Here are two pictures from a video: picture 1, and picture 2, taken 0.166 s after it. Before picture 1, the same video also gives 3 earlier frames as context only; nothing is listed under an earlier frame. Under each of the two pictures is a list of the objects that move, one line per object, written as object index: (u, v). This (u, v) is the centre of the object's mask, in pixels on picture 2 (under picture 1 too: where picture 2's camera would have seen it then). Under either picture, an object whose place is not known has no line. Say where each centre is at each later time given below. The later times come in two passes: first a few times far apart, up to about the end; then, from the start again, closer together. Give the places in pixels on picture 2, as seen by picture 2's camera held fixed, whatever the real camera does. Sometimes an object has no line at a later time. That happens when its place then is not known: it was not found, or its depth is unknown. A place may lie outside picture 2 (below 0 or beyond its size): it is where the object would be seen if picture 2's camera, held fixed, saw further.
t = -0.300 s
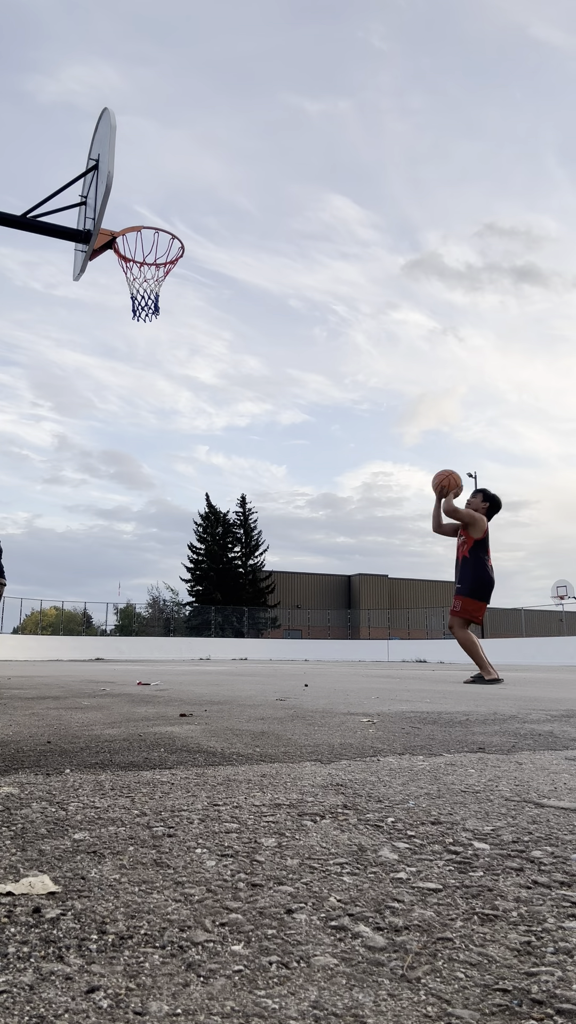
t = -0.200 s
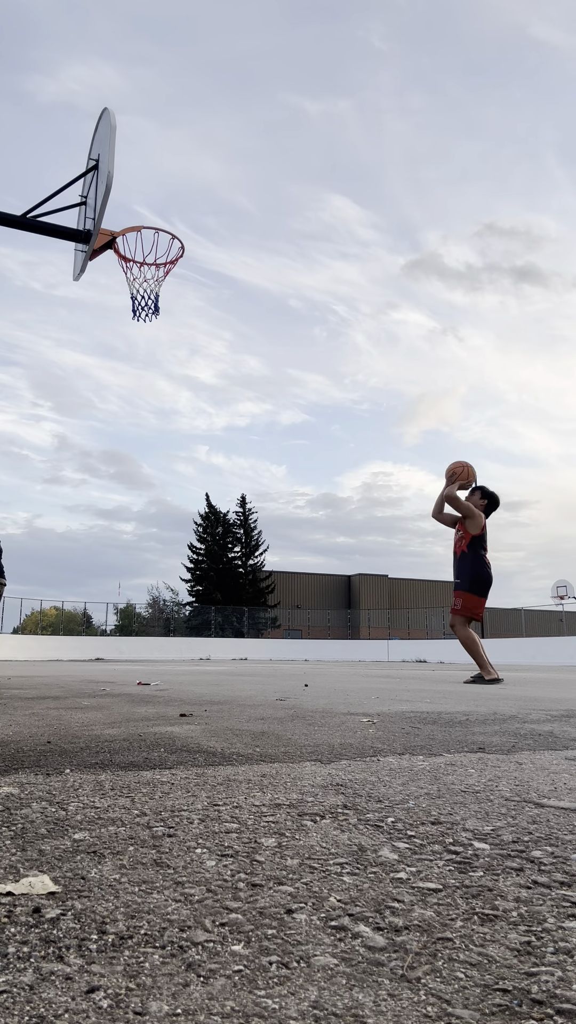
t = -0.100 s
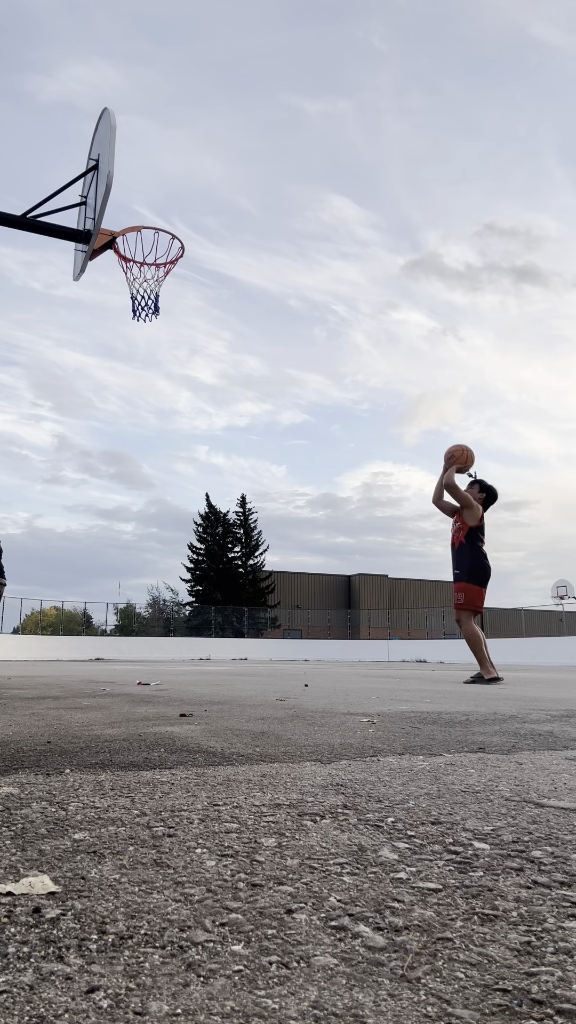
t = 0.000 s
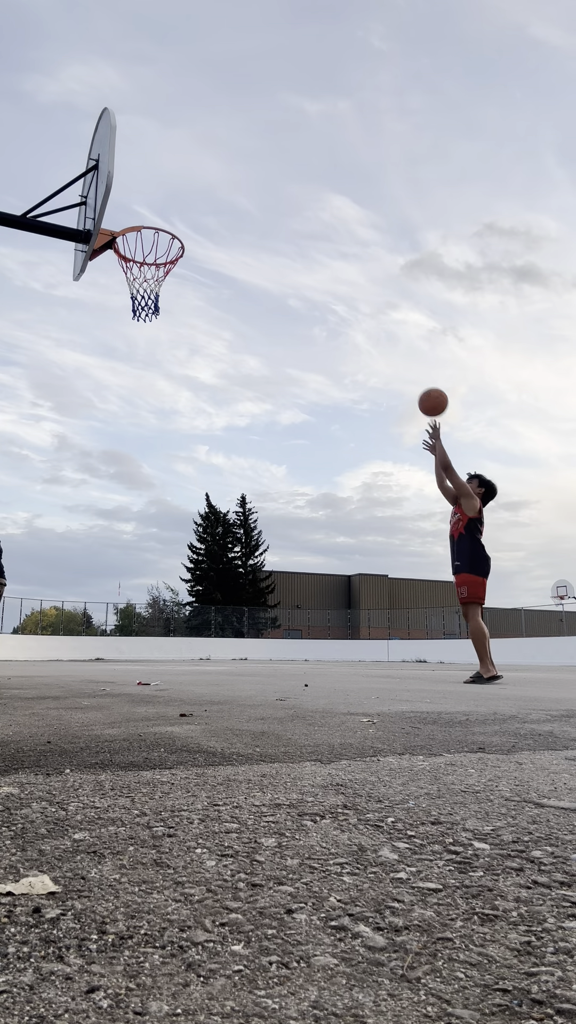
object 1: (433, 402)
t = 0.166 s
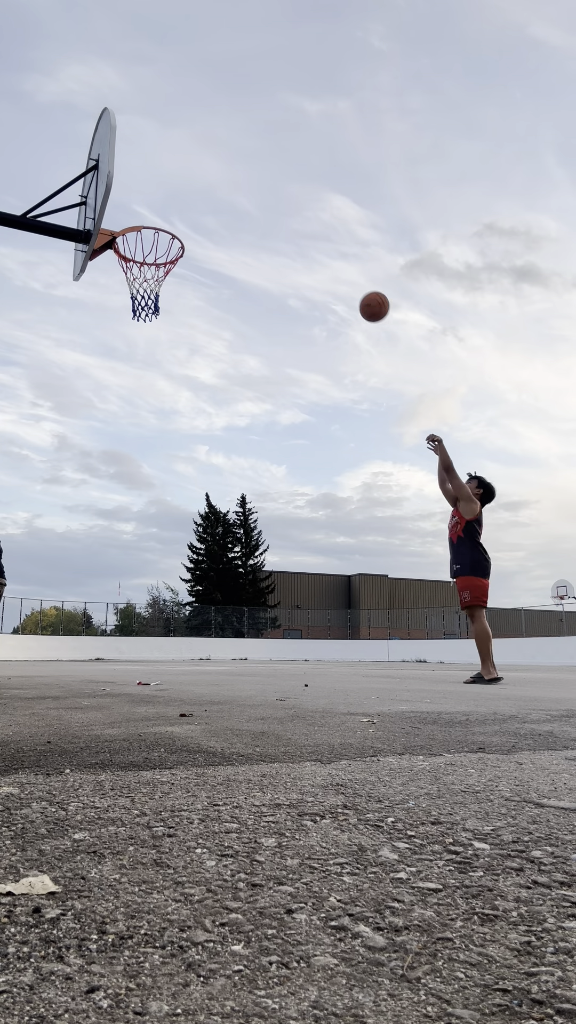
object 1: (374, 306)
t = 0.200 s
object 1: (362, 291)
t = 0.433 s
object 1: (278, 216)
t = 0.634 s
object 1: (199, 200)
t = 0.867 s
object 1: (114, 218)
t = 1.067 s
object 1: (141, 208)
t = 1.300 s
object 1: (177, 254)
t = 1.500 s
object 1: (195, 293)
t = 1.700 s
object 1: (212, 377)
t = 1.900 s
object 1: (225, 506)
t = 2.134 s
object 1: (236, 629)
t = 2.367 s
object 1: (237, 514)
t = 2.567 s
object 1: (236, 474)
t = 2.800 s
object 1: (234, 485)
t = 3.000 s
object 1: (232, 540)
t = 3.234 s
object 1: (228, 657)
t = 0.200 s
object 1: (362, 291)
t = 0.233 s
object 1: (351, 277)
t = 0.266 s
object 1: (339, 264)
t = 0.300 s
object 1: (327, 252)
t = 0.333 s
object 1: (315, 241)
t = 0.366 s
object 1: (302, 232)
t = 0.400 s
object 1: (290, 223)
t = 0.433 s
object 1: (278, 216)
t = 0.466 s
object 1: (265, 210)
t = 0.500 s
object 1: (252, 206)
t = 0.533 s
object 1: (239, 202)
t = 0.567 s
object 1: (226, 200)
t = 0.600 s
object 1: (213, 199)
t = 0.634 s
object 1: (199, 200)
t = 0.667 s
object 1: (185, 202)
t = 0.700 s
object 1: (171, 205)
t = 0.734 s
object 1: (157, 210)
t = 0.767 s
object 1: (143, 215)
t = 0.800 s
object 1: (127, 222)
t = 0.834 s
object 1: (117, 229)
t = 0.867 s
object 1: (114, 218)
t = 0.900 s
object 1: (116, 215)
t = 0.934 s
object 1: (120, 211)
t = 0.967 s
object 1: (124, 208)
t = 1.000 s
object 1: (130, 207)
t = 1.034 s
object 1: (136, 207)
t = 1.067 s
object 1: (141, 208)
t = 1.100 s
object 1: (147, 210)
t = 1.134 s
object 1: (152, 214)
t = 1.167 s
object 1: (158, 221)
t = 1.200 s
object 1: (163, 227)
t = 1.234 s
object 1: (168, 235)
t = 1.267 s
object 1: (173, 245)
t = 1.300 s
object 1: (177, 254)
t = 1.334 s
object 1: (181, 257)
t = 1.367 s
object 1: (184, 262)
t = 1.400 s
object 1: (188, 269)
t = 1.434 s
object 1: (190, 275)
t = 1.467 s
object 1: (193, 283)
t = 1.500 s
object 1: (195, 293)
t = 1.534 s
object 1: (198, 304)
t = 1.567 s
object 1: (201, 316)
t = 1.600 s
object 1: (204, 329)
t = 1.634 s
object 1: (206, 344)
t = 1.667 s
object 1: (209, 360)
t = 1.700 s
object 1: (212, 377)
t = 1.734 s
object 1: (214, 395)
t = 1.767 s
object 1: (216, 415)
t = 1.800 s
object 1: (218, 436)
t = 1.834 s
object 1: (221, 458)
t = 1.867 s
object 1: (223, 481)
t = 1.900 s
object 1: (225, 506)
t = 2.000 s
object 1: (231, 587)
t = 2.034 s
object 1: (233, 617)
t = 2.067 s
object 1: (235, 649)
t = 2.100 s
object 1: (235, 654)
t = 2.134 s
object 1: (236, 629)
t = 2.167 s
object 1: (236, 608)
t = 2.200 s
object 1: (236, 588)
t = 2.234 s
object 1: (236, 570)
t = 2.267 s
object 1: (236, 553)
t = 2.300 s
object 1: (237, 538)
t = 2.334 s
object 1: (237, 525)
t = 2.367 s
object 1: (237, 514)
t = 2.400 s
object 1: (237, 504)
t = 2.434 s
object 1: (236, 495)
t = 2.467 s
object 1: (236, 488)
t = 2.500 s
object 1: (236, 482)
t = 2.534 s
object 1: (236, 477)
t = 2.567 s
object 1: (236, 474)
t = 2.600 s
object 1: (236, 472)
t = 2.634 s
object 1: (236, 471)
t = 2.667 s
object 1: (236, 471)
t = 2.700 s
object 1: (235, 473)
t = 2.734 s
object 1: (235, 476)
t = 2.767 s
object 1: (235, 480)
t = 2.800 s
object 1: (234, 485)
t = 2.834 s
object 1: (234, 491)
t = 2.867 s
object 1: (234, 498)
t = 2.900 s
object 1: (234, 507)
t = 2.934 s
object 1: (233, 517)
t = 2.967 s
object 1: (232, 528)
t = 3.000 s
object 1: (232, 540)
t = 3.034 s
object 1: (232, 553)
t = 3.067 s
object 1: (231, 567)
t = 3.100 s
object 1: (231, 583)
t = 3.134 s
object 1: (230, 600)
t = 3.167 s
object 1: (229, 617)
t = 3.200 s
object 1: (229, 636)
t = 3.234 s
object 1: (228, 657)
